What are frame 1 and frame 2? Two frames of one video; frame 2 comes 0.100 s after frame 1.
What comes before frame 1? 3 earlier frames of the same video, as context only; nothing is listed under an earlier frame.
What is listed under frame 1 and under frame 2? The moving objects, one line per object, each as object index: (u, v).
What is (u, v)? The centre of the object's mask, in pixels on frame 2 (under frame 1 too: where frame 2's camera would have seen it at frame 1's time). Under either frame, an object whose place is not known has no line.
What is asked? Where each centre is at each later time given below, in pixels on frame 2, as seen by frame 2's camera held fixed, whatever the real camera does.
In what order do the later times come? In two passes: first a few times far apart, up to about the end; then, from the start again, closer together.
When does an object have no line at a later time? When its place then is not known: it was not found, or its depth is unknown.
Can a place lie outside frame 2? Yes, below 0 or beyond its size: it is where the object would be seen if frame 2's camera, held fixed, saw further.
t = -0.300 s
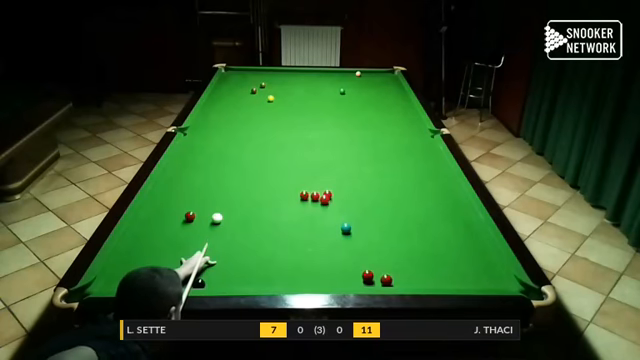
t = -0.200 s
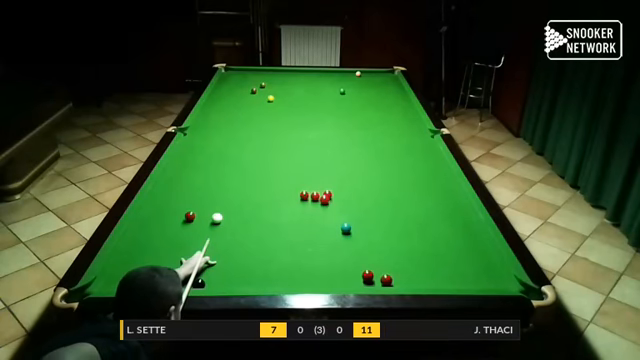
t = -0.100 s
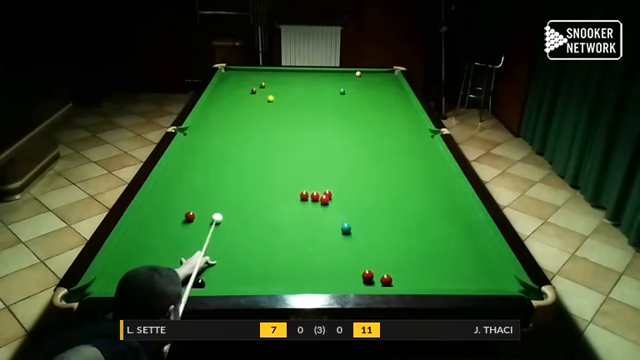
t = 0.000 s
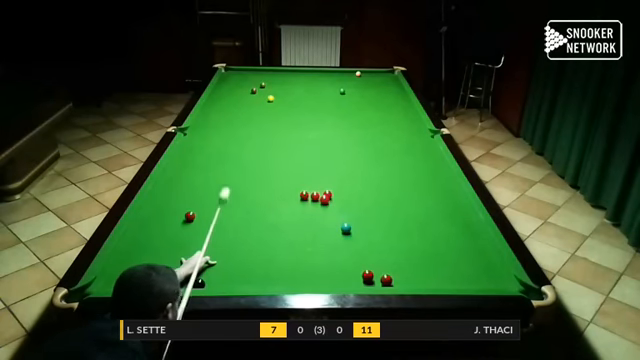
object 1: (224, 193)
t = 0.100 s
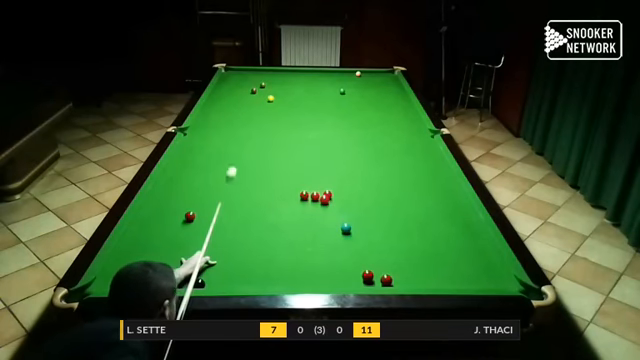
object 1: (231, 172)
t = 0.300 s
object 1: (241, 141)
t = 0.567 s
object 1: (250, 111)
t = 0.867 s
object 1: (262, 90)
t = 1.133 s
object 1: (282, 84)
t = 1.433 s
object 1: (301, 77)
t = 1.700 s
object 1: (316, 71)
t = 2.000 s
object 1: (326, 74)
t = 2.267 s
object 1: (335, 77)
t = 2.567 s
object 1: (346, 81)
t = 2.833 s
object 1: (355, 85)
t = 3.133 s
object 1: (364, 89)
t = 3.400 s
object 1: (373, 92)
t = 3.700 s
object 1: (382, 96)
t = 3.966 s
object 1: (389, 99)
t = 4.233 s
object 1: (397, 100)
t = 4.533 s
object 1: (404, 105)
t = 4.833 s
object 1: (412, 108)
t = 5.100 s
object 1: (412, 110)
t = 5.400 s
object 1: (410, 112)
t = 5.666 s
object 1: (409, 113)
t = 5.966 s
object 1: (407, 115)
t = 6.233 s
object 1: (406, 116)
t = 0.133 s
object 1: (233, 165)
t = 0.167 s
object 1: (235, 160)
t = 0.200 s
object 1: (237, 154)
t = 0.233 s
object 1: (238, 150)
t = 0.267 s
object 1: (240, 145)
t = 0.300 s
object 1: (241, 141)
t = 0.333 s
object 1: (242, 136)
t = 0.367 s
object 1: (243, 132)
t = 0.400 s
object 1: (244, 128)
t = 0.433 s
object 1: (246, 125)
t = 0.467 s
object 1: (247, 121)
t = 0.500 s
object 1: (248, 118)
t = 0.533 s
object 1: (249, 114)
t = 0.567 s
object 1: (250, 111)
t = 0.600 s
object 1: (251, 108)
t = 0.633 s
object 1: (252, 105)
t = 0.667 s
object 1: (252, 102)
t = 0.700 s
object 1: (253, 99)
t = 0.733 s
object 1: (254, 96)
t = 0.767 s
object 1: (255, 94)
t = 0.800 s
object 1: (256, 91)
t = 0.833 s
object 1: (259, 91)
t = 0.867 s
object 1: (262, 90)
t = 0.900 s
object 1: (265, 90)
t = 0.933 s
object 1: (268, 89)
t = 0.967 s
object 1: (270, 88)
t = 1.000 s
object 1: (273, 88)
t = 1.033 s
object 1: (275, 87)
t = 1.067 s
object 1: (278, 86)
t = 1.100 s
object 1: (280, 85)
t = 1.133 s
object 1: (282, 84)
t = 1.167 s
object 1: (284, 83)
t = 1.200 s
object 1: (286, 82)
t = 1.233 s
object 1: (288, 82)
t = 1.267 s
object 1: (290, 81)
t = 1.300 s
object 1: (293, 80)
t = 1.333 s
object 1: (295, 79)
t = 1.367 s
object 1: (297, 78)
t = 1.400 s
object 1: (298, 78)
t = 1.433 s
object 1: (301, 77)
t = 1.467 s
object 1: (303, 76)
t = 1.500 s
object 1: (305, 75)
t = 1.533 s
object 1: (306, 75)
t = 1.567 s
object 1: (308, 74)
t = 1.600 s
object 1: (310, 73)
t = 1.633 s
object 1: (312, 73)
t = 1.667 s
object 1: (314, 72)
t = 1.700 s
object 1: (316, 71)
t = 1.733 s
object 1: (317, 70)
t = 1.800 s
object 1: (320, 71)
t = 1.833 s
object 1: (321, 71)
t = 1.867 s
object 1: (322, 72)
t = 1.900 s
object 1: (323, 72)
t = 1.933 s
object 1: (324, 73)
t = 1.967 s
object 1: (325, 73)
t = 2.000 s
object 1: (326, 74)
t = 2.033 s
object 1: (327, 74)
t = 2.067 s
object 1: (329, 74)
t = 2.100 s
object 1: (330, 75)
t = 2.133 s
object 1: (331, 75)
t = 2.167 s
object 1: (332, 76)
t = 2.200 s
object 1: (333, 76)
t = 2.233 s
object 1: (335, 77)
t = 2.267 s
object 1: (335, 77)
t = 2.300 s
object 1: (337, 77)
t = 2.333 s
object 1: (338, 78)
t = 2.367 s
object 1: (339, 78)
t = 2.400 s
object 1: (340, 79)
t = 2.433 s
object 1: (341, 79)
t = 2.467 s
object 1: (343, 80)
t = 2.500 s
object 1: (344, 80)
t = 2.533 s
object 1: (345, 81)
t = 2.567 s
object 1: (346, 81)
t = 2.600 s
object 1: (347, 82)
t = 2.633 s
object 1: (348, 82)
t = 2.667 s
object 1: (349, 83)
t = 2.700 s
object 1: (350, 83)
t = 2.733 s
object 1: (351, 83)
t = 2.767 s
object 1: (352, 84)
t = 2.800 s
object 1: (354, 84)
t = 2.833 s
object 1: (355, 85)
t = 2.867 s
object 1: (356, 85)
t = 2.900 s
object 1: (357, 86)
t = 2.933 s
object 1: (358, 86)
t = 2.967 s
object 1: (359, 86)
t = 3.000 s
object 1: (360, 87)
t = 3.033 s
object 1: (361, 87)
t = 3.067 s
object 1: (362, 88)
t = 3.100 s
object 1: (363, 88)
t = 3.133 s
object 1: (364, 89)
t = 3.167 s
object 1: (365, 89)
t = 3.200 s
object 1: (367, 89)
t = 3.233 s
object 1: (367, 90)
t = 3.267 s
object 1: (369, 90)
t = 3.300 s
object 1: (370, 91)
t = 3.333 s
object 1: (371, 91)
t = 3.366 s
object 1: (372, 92)
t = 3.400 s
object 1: (373, 92)
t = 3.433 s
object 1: (374, 92)
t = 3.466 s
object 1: (375, 93)
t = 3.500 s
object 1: (376, 93)
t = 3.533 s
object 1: (377, 94)
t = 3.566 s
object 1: (378, 94)
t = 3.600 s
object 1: (379, 95)
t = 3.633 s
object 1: (380, 95)
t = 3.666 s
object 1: (381, 95)
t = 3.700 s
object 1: (382, 96)
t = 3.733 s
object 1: (383, 96)
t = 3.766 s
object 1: (384, 96)
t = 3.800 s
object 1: (384, 97)
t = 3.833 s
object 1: (386, 97)
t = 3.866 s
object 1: (387, 98)
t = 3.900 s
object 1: (388, 98)
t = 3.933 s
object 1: (388, 99)
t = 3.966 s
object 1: (389, 99)
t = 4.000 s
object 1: (390, 99)
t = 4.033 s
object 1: (391, 99)
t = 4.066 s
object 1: (392, 100)
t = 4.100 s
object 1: (393, 100)
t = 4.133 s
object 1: (394, 101)
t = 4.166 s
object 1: (395, 101)
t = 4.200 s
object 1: (396, 101)
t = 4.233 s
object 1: (397, 100)
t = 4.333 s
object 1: (399, 102)
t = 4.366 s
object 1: (400, 103)
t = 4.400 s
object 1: (401, 104)
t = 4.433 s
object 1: (402, 104)
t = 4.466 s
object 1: (403, 104)
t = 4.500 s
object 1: (404, 104)
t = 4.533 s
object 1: (404, 105)
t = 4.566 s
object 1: (405, 105)
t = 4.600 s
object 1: (406, 106)
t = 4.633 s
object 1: (407, 106)
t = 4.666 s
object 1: (407, 106)
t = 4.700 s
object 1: (408, 106)
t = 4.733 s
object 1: (409, 107)
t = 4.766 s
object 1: (410, 107)
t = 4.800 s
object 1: (411, 108)
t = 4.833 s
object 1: (412, 108)
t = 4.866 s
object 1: (412, 108)
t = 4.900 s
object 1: (413, 108)
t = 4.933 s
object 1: (413, 109)
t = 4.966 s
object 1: (413, 109)
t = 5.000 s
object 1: (413, 109)
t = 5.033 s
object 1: (412, 110)
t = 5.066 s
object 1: (412, 110)
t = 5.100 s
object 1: (412, 110)
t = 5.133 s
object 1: (412, 110)
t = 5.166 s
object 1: (412, 110)
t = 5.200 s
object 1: (411, 110)
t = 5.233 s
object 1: (411, 111)
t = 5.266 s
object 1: (411, 111)
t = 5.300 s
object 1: (411, 111)
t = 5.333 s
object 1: (411, 111)
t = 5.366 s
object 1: (411, 112)
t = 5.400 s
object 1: (410, 112)
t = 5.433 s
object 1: (410, 112)
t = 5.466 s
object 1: (410, 112)
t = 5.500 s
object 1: (410, 113)
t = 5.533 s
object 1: (410, 113)
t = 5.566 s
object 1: (409, 113)
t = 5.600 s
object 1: (409, 113)
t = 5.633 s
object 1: (409, 113)
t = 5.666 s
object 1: (409, 113)
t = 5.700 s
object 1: (409, 113)
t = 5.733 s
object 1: (409, 114)
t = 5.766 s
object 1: (408, 114)
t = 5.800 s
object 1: (408, 114)
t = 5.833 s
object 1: (408, 114)
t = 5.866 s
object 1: (408, 114)
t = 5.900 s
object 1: (408, 114)
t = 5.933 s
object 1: (408, 114)
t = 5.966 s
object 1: (407, 115)
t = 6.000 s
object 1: (407, 115)
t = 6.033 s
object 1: (407, 115)
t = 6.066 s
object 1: (407, 115)
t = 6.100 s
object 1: (407, 115)
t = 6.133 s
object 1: (407, 115)
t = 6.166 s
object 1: (407, 115)
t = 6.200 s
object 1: (407, 115)
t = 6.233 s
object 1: (406, 116)
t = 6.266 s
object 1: (406, 116)
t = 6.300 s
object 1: (406, 116)
